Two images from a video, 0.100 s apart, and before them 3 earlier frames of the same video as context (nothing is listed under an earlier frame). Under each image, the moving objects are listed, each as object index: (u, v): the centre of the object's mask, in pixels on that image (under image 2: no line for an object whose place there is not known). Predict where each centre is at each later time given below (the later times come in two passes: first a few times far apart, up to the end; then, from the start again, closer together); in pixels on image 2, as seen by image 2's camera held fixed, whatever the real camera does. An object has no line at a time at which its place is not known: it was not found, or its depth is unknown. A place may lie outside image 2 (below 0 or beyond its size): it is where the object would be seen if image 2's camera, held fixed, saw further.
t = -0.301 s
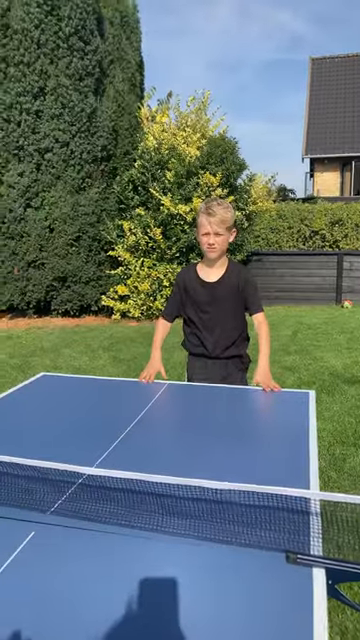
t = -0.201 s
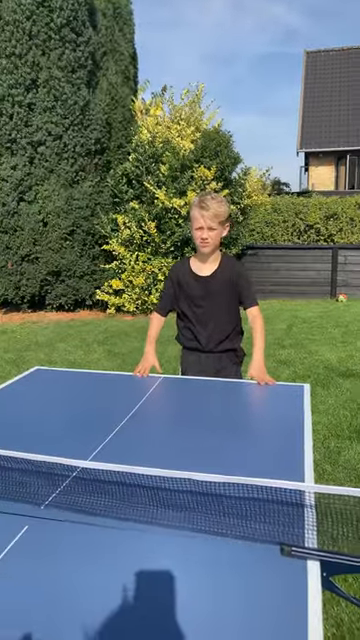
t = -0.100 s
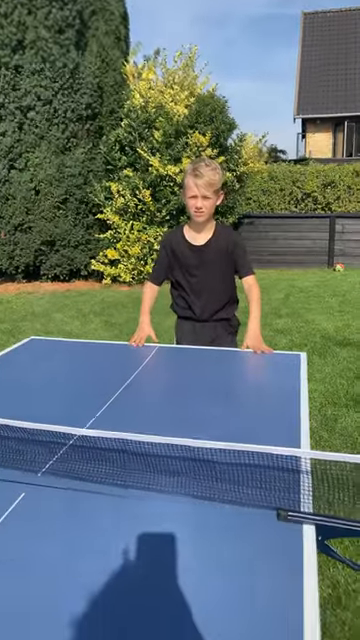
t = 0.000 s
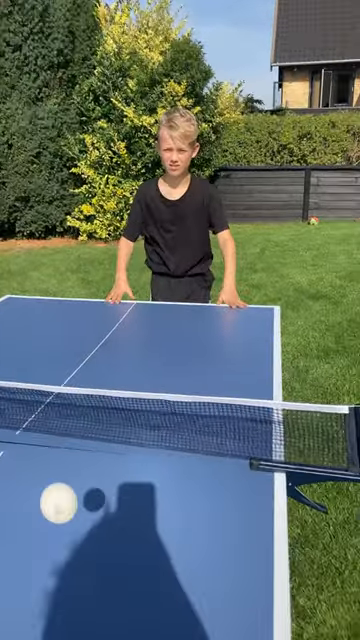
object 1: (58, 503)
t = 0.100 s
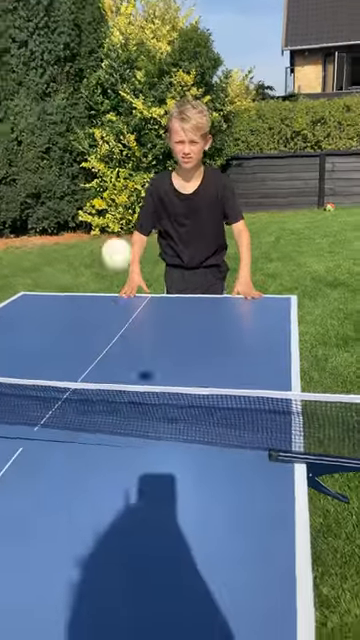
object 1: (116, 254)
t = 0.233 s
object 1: (164, 129)
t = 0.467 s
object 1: (211, 198)
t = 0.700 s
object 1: (232, 274)
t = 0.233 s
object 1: (164, 129)
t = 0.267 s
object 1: (173, 123)
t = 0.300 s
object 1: (181, 123)
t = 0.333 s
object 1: (189, 132)
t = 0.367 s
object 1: (196, 143)
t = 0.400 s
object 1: (200, 158)
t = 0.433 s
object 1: (206, 177)
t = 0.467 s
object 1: (211, 198)
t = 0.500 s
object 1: (215, 220)
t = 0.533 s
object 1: (219, 244)
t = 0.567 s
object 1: (223, 269)
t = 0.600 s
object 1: (226, 293)
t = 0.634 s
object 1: (230, 319)
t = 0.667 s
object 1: (232, 304)
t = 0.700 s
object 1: (232, 274)
